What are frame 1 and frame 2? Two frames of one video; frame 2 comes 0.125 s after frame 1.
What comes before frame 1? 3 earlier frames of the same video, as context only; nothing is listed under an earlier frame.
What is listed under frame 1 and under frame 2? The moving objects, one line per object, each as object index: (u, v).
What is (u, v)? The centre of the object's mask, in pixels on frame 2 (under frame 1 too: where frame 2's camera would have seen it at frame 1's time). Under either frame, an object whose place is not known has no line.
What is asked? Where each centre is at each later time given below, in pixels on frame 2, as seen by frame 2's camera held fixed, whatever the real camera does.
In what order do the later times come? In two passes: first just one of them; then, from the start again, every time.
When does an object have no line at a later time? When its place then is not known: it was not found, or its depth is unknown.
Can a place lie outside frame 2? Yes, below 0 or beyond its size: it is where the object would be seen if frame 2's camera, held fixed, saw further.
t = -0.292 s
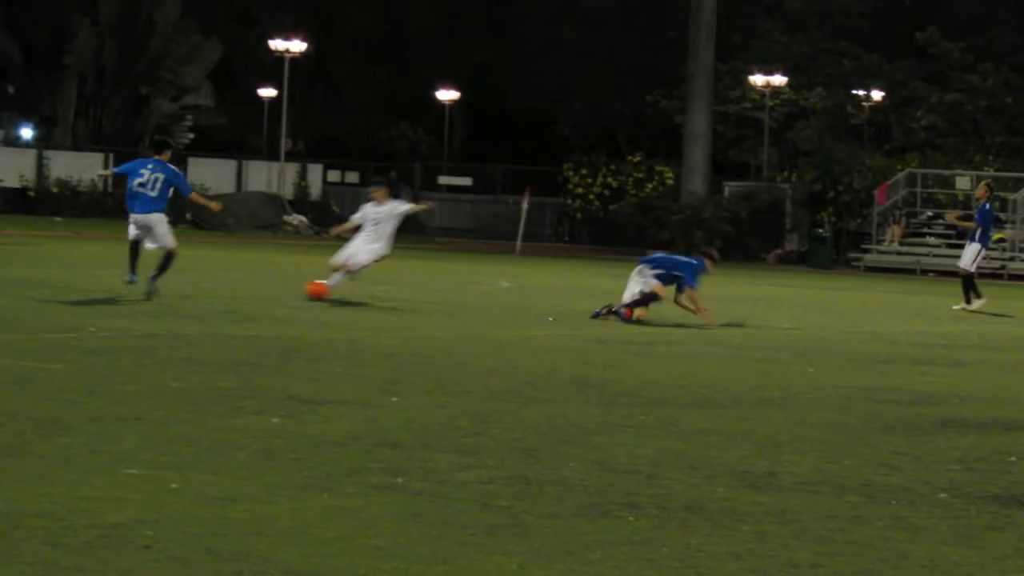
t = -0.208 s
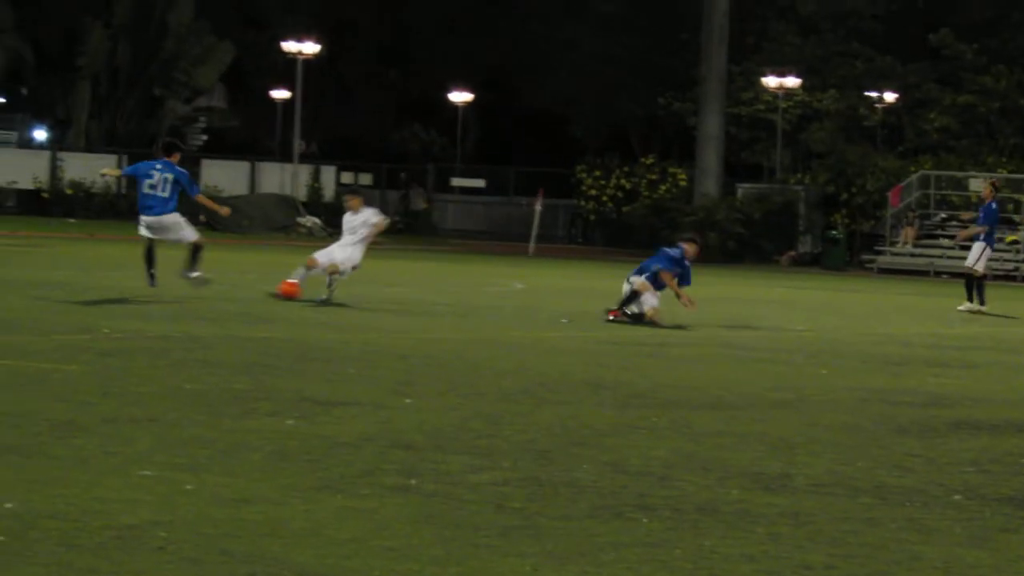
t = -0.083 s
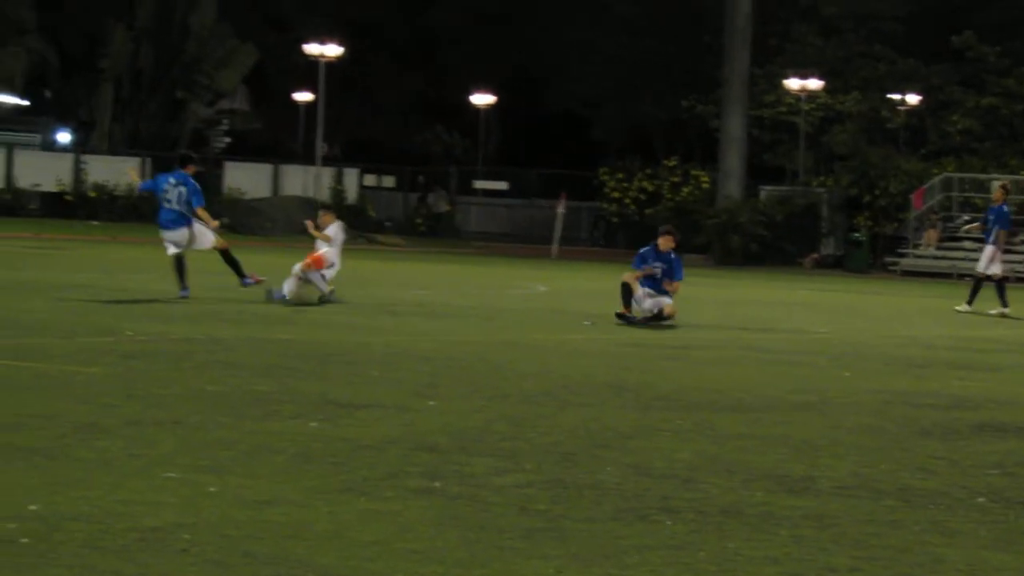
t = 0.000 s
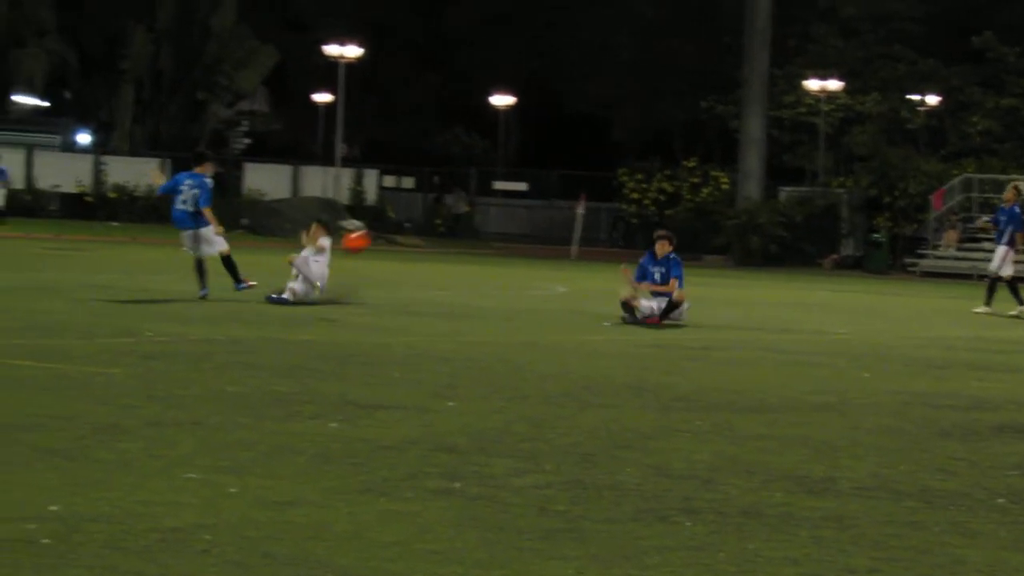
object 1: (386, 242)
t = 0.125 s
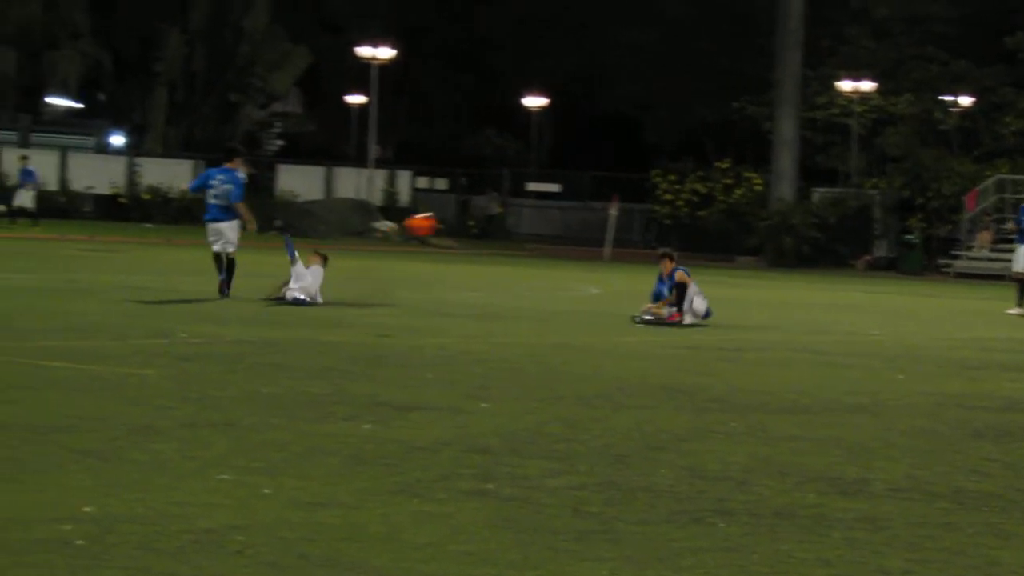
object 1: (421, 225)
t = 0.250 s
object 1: (455, 222)
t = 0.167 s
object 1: (432, 224)
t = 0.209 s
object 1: (444, 222)
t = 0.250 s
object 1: (455, 222)
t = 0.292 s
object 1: (468, 227)
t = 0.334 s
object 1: (483, 231)
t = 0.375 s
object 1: (497, 238)
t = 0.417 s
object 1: (516, 249)
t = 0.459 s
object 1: (537, 262)
